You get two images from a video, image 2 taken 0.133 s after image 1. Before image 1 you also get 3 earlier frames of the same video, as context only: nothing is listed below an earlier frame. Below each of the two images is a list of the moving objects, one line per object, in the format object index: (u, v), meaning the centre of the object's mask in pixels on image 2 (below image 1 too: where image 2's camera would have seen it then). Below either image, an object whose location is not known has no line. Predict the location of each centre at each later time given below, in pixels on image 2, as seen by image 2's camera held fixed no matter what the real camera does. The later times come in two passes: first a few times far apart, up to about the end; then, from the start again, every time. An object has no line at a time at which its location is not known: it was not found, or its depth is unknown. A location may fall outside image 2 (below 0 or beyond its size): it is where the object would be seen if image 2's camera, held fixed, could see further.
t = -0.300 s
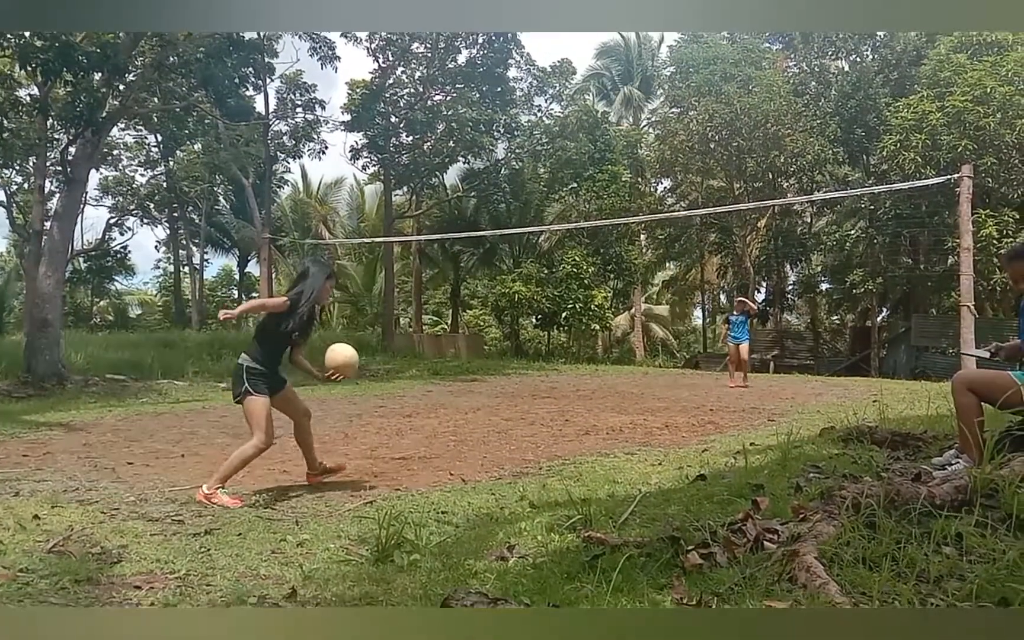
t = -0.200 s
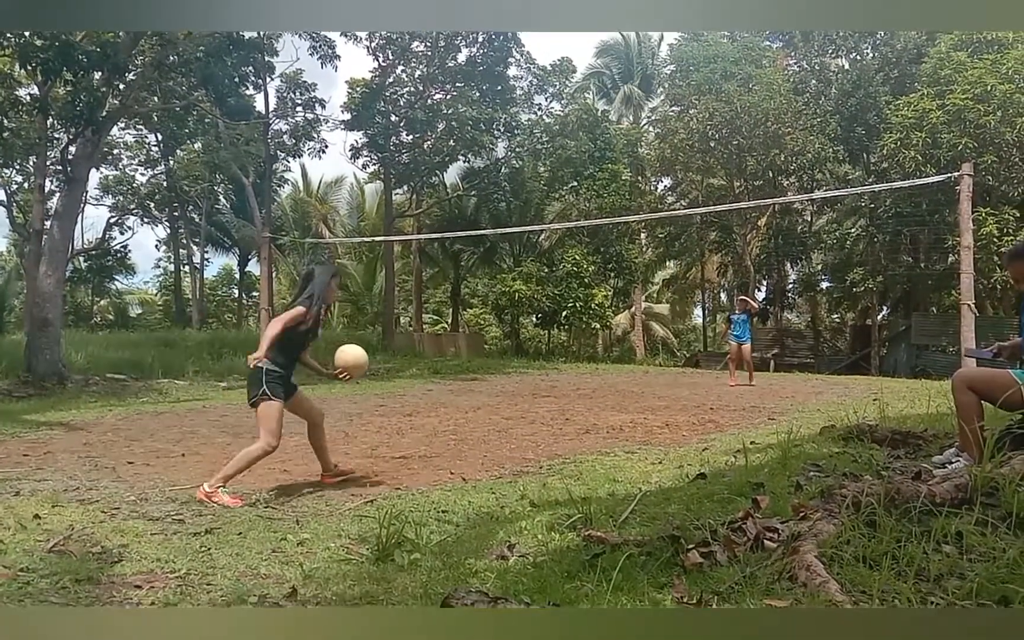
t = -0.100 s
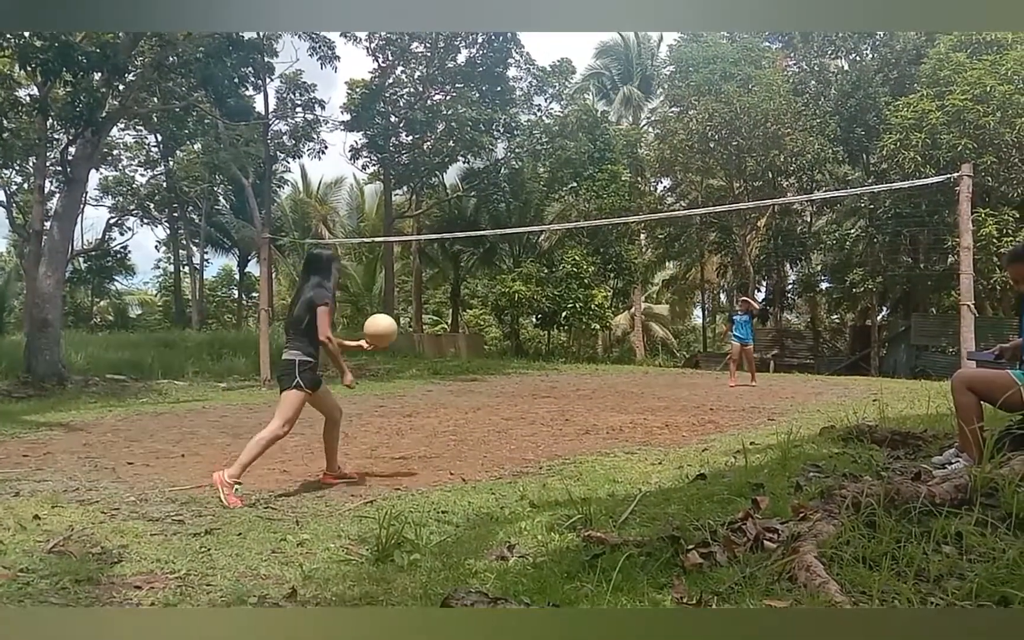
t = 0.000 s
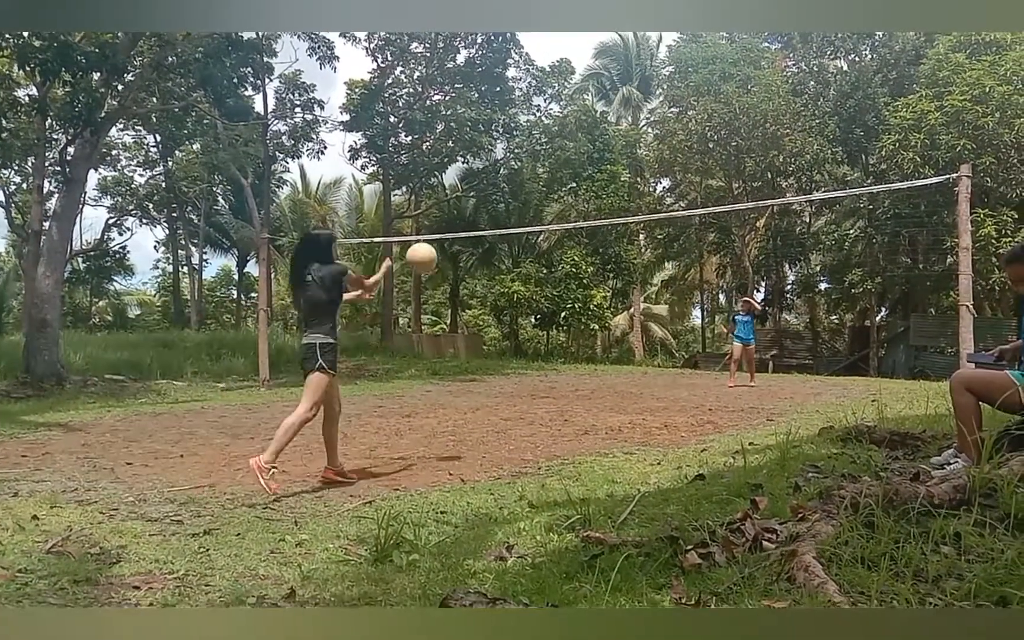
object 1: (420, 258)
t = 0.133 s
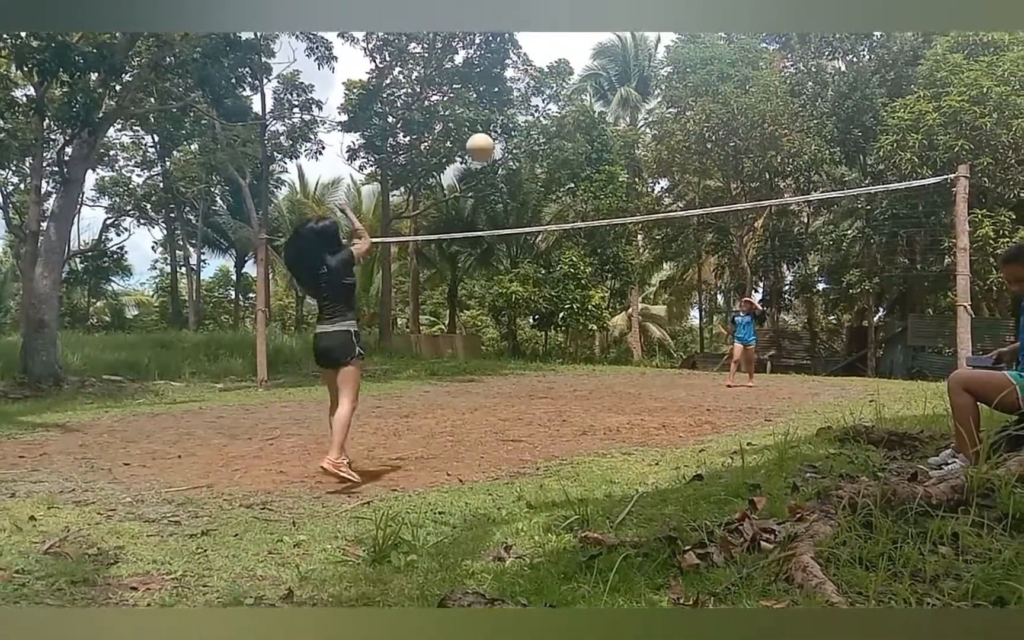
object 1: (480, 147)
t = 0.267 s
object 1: (527, 79)
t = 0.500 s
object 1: (587, 34)
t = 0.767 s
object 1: (636, 50)
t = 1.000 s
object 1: (669, 113)
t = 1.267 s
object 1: (695, 222)
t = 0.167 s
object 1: (492, 127)
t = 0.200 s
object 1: (505, 108)
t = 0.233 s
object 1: (515, 93)
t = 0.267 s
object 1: (527, 79)
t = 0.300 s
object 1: (537, 68)
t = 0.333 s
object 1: (546, 59)
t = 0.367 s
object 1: (555, 51)
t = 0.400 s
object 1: (563, 44)
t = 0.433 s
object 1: (572, 39)
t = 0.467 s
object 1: (579, 36)
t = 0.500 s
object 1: (587, 34)
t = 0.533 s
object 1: (594, 33)
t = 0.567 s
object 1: (601, 32)
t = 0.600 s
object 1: (607, 33)
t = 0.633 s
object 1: (614, 34)
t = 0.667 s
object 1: (620, 36)
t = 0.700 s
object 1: (626, 41)
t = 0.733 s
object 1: (632, 41)
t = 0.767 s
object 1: (636, 50)
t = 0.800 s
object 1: (642, 55)
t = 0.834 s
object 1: (647, 63)
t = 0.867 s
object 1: (651, 72)
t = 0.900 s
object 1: (656, 80)
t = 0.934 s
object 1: (660, 91)
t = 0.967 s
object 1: (664, 101)
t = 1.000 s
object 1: (669, 113)
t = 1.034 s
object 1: (672, 123)
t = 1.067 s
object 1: (676, 137)
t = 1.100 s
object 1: (679, 150)
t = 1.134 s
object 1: (683, 163)
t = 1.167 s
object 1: (686, 177)
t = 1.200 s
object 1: (690, 192)
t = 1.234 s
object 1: (692, 204)
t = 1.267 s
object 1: (695, 222)
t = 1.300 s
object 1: (698, 238)
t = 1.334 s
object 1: (701, 254)
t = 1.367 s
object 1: (704, 270)
